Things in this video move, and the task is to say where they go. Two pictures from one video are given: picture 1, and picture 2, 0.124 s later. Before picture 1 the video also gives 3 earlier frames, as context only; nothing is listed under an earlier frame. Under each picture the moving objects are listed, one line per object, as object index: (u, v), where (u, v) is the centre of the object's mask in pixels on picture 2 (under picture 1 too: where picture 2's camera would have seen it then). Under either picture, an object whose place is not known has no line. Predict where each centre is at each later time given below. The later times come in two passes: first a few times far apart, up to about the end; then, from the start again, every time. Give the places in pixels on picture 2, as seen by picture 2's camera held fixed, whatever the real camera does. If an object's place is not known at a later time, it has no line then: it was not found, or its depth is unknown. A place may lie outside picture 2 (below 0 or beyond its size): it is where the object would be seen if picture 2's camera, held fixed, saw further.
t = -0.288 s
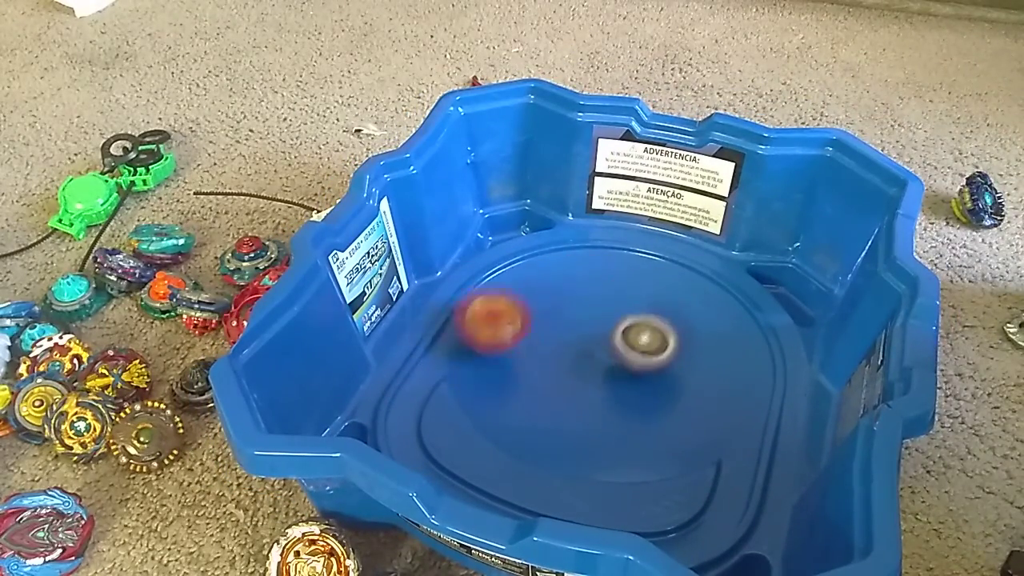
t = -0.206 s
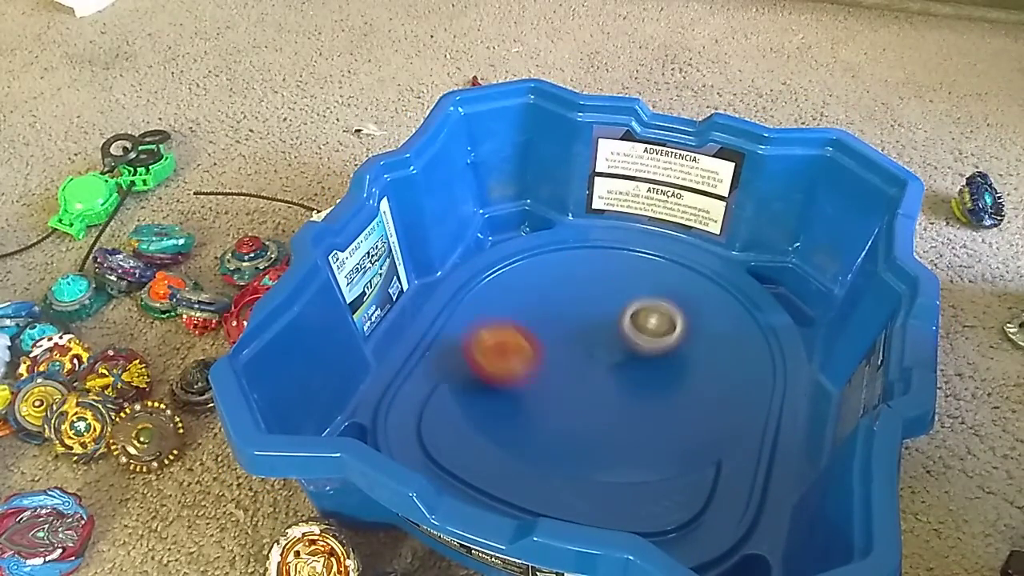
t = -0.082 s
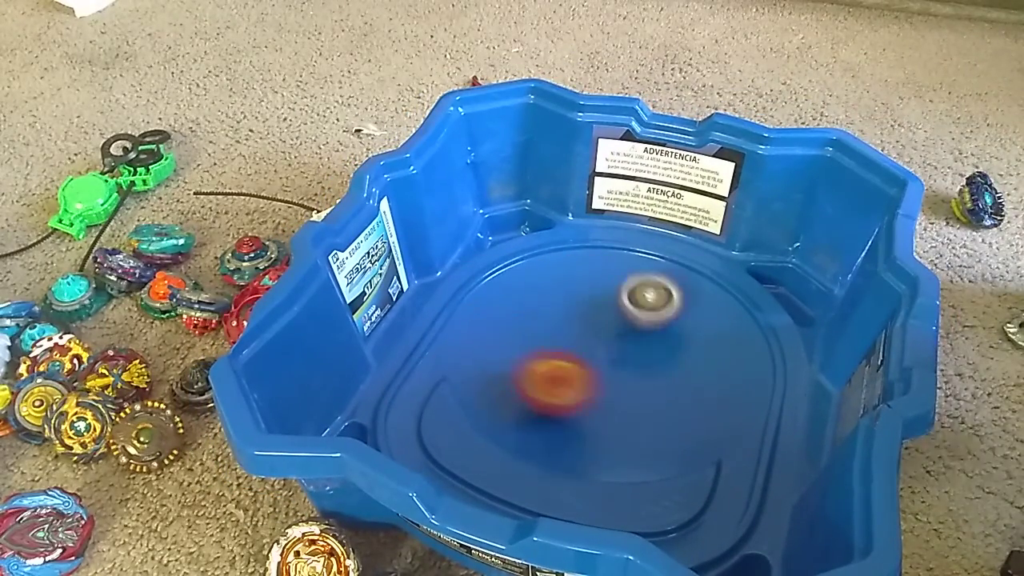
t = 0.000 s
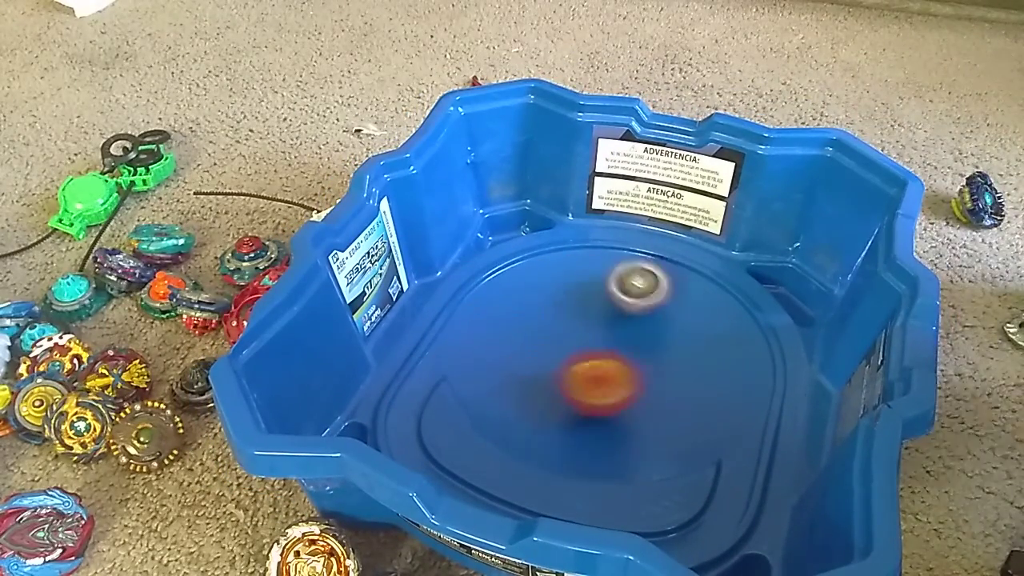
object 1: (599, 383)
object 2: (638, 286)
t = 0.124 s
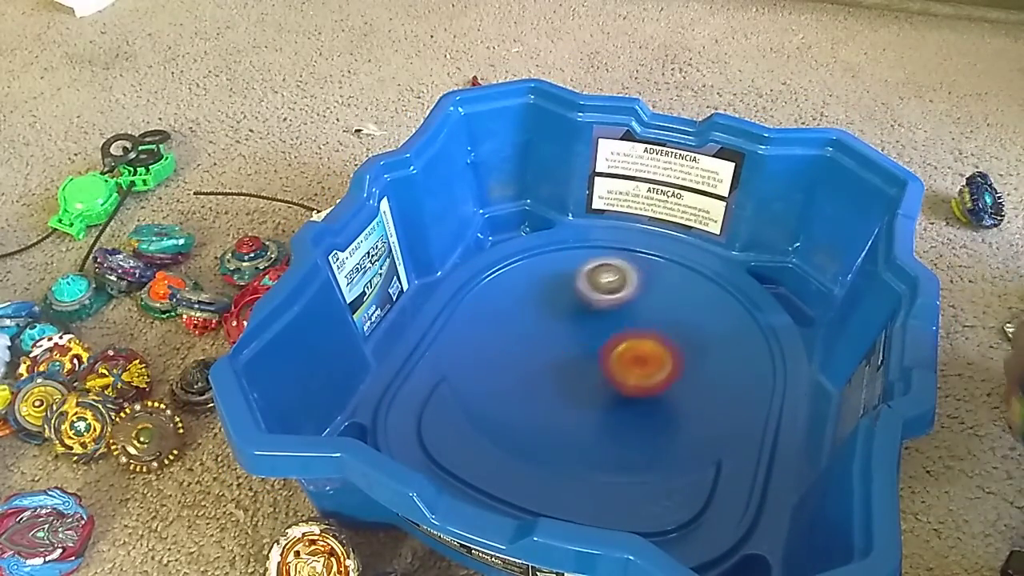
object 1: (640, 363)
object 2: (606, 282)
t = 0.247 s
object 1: (645, 345)
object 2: (580, 301)
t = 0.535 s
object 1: (635, 328)
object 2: (574, 361)
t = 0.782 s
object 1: (634, 327)
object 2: (624, 397)
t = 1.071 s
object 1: (609, 317)
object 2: (700, 418)
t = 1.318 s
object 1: (576, 332)
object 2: (703, 374)
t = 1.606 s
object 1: (533, 323)
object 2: (661, 336)
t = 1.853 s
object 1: (527, 349)
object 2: (641, 311)
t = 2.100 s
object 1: (572, 373)
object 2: (602, 307)
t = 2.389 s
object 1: (591, 391)
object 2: (584, 303)
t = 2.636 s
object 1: (609, 386)
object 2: (587, 324)
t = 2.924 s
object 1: (619, 383)
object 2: (592, 314)
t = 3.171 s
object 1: (624, 391)
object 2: (575, 279)
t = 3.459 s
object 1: (602, 369)
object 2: (571, 306)
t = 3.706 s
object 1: (588, 390)
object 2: (597, 321)
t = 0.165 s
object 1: (645, 356)
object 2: (597, 285)
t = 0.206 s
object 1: (646, 351)
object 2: (588, 292)
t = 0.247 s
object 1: (645, 345)
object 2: (580, 301)
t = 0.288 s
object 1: (640, 340)
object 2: (575, 310)
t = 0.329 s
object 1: (635, 343)
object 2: (570, 318)
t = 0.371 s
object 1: (636, 342)
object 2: (567, 326)
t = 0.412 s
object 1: (637, 339)
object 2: (566, 335)
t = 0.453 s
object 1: (637, 336)
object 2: (567, 344)
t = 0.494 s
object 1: (636, 331)
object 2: (570, 352)
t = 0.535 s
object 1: (635, 328)
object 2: (574, 361)
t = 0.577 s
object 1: (633, 326)
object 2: (579, 369)
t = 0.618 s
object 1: (631, 324)
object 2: (584, 376)
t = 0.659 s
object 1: (630, 324)
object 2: (592, 384)
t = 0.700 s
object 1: (631, 325)
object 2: (601, 390)
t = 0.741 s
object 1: (633, 326)
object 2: (613, 395)
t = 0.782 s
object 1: (634, 327)
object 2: (624, 397)
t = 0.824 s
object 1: (636, 331)
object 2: (635, 398)
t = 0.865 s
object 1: (634, 337)
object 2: (646, 397)
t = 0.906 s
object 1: (629, 342)
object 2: (655, 394)
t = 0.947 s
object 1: (624, 338)
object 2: (668, 402)
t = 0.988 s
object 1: (620, 328)
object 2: (680, 412)
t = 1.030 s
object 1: (615, 321)
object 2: (690, 416)
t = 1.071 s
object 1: (609, 317)
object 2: (700, 418)
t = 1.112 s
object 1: (601, 317)
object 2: (708, 418)
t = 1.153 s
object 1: (593, 319)
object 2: (716, 412)
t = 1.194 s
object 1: (586, 322)
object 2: (721, 401)
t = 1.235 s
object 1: (582, 326)
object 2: (719, 392)
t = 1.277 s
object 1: (578, 329)
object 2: (712, 383)
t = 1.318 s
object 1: (576, 332)
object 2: (703, 374)
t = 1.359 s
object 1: (574, 335)
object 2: (692, 366)
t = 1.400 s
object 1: (573, 338)
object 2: (680, 359)
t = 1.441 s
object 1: (572, 340)
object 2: (667, 351)
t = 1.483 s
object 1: (571, 338)
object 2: (653, 344)
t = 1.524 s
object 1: (567, 335)
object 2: (643, 338)
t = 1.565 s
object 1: (549, 328)
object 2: (654, 337)
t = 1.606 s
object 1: (533, 323)
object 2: (661, 336)
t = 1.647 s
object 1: (523, 321)
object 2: (663, 334)
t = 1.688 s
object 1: (518, 323)
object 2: (662, 329)
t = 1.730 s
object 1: (518, 327)
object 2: (660, 323)
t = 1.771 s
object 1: (519, 334)
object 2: (655, 318)
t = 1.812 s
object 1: (522, 342)
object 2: (649, 314)
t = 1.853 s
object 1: (527, 349)
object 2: (641, 311)
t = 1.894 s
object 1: (535, 354)
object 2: (633, 310)
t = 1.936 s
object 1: (544, 359)
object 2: (625, 309)
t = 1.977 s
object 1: (554, 362)
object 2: (616, 310)
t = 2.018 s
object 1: (564, 362)
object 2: (608, 311)
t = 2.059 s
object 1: (572, 363)
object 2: (601, 313)
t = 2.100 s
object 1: (572, 373)
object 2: (602, 307)
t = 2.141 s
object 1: (570, 383)
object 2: (603, 301)
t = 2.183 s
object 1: (571, 389)
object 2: (602, 298)
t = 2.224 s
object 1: (575, 392)
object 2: (598, 296)
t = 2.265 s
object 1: (579, 393)
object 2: (594, 295)
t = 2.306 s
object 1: (583, 393)
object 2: (591, 296)
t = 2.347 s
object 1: (587, 392)
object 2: (587, 299)
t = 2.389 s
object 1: (591, 391)
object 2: (584, 303)
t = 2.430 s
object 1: (595, 389)
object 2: (582, 308)
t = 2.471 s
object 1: (598, 387)
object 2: (581, 314)
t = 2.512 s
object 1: (601, 384)
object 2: (582, 320)
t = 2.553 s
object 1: (603, 381)
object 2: (583, 326)
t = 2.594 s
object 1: (606, 383)
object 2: (586, 326)
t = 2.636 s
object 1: (609, 386)
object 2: (587, 324)
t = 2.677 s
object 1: (613, 387)
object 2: (588, 324)
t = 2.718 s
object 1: (616, 386)
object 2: (589, 324)
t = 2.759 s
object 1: (618, 385)
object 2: (590, 323)
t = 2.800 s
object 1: (618, 382)
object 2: (590, 324)
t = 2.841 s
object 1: (618, 379)
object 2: (591, 324)
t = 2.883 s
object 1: (618, 377)
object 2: (592, 324)
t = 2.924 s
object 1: (619, 383)
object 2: (592, 314)
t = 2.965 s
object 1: (621, 390)
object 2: (589, 304)
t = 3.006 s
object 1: (622, 394)
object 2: (587, 298)
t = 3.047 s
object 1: (623, 395)
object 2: (584, 292)
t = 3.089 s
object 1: (624, 395)
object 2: (581, 287)
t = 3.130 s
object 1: (624, 393)
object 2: (577, 283)
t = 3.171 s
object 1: (624, 391)
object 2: (575, 279)
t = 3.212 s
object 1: (623, 388)
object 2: (571, 278)
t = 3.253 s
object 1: (620, 385)
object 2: (569, 279)
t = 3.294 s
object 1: (618, 381)
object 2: (567, 282)
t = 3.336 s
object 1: (614, 378)
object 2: (566, 287)
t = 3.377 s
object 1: (610, 375)
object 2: (567, 293)
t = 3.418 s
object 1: (606, 372)
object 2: (569, 299)
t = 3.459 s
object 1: (602, 369)
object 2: (571, 306)
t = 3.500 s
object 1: (598, 366)
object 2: (574, 313)
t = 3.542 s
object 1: (595, 368)
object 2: (578, 315)
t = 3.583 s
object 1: (592, 372)
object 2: (582, 319)
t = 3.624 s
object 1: (589, 379)
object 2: (587, 319)
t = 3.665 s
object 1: (588, 386)
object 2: (592, 319)
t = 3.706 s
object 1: (588, 390)
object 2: (597, 321)
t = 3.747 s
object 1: (589, 392)
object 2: (601, 323)
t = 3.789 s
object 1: (590, 392)
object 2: (607, 326)
